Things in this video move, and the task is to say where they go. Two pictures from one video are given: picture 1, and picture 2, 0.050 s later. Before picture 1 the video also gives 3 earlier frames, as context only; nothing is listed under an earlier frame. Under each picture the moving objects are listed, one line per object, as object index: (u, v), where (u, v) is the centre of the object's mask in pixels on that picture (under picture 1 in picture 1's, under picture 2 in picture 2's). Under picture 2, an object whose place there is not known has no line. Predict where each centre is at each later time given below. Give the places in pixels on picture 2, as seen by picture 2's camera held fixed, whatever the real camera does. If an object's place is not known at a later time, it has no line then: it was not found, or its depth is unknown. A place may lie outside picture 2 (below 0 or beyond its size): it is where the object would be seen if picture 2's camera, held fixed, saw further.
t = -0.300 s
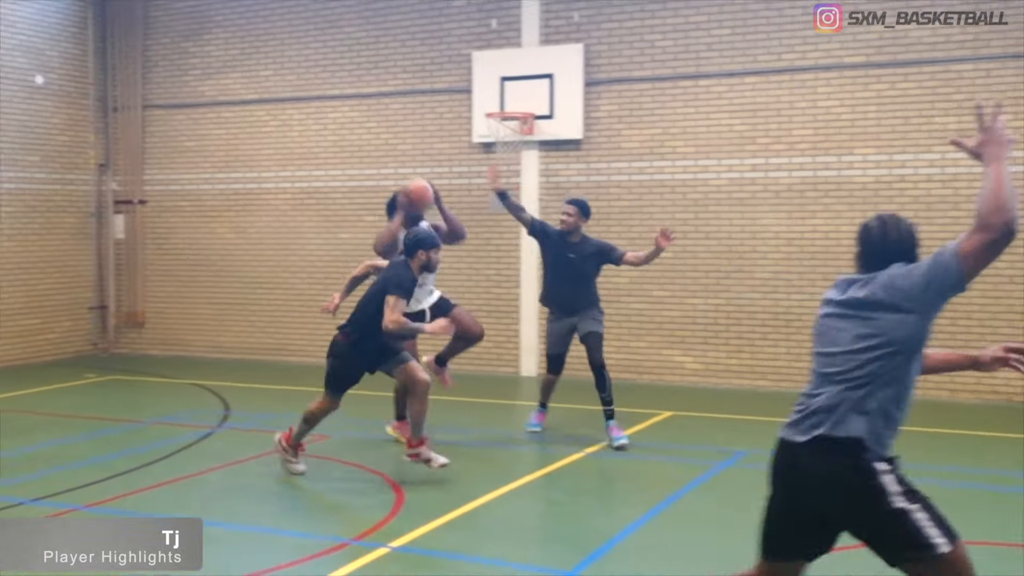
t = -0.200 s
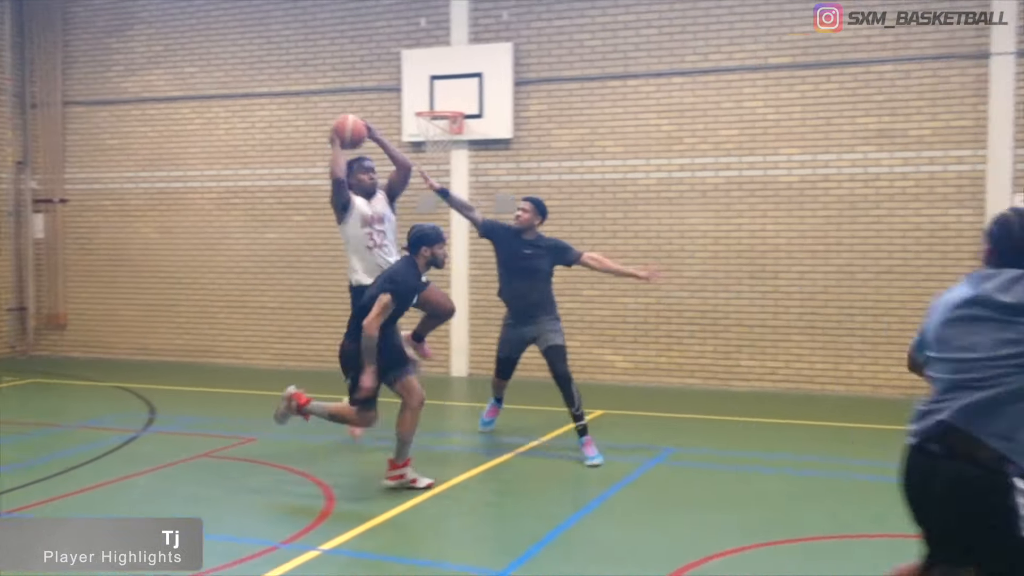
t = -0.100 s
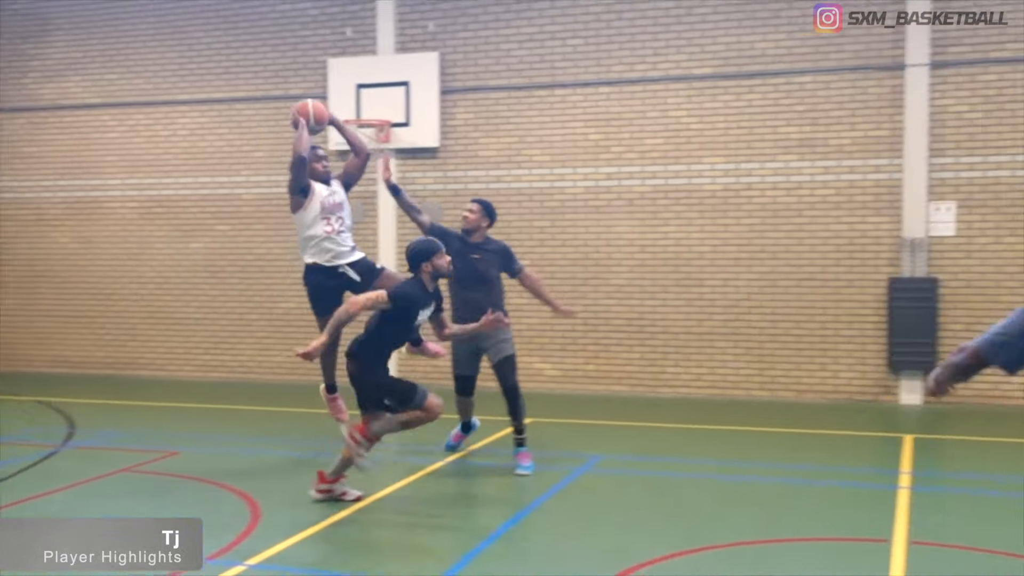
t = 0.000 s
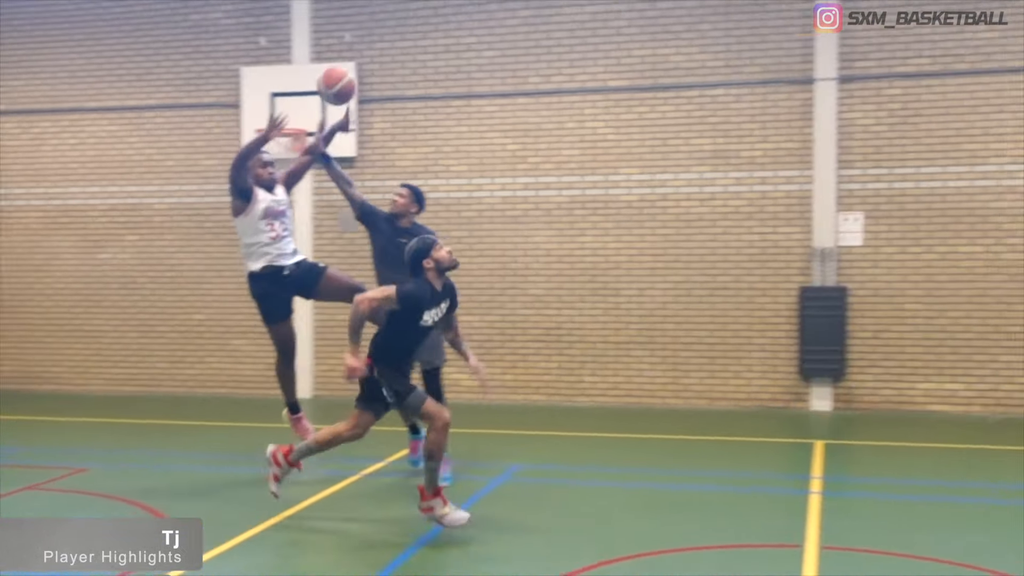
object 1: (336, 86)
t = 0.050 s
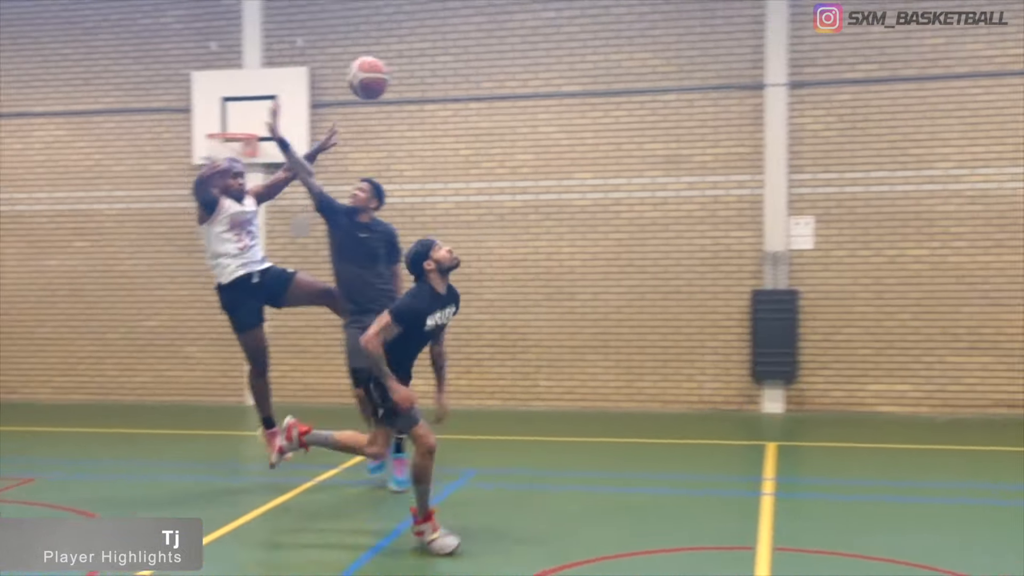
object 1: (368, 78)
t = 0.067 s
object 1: (386, 76)
